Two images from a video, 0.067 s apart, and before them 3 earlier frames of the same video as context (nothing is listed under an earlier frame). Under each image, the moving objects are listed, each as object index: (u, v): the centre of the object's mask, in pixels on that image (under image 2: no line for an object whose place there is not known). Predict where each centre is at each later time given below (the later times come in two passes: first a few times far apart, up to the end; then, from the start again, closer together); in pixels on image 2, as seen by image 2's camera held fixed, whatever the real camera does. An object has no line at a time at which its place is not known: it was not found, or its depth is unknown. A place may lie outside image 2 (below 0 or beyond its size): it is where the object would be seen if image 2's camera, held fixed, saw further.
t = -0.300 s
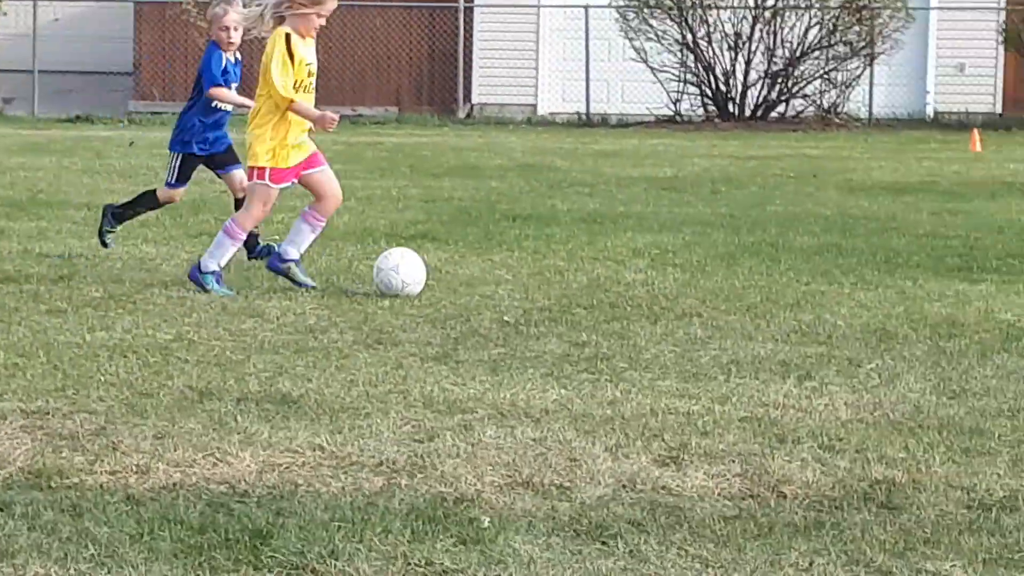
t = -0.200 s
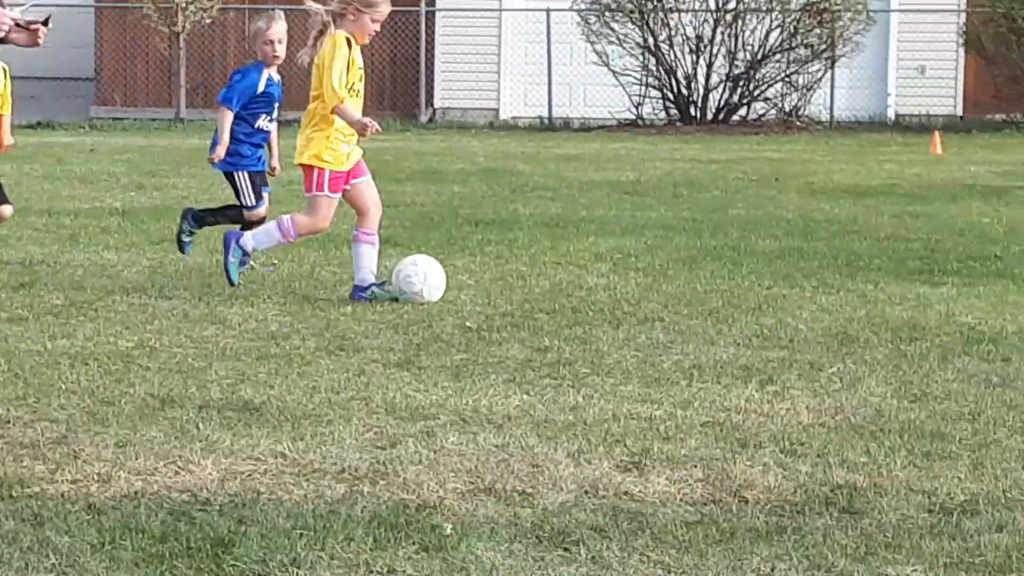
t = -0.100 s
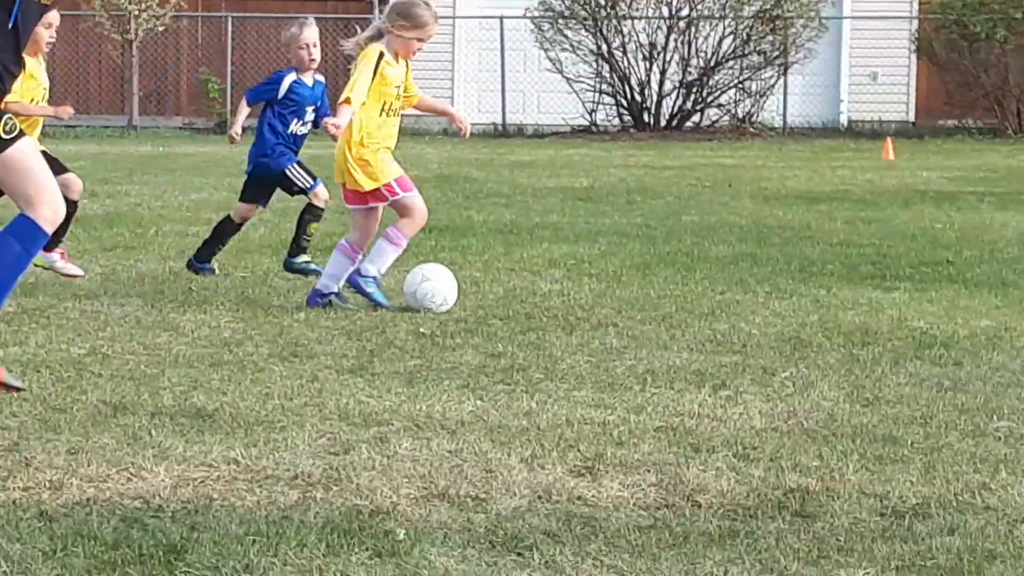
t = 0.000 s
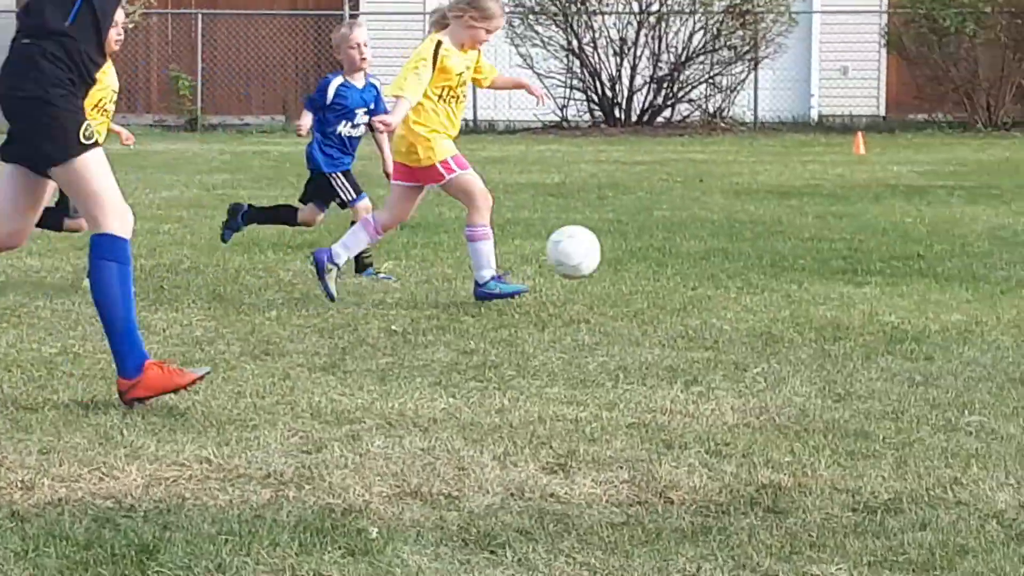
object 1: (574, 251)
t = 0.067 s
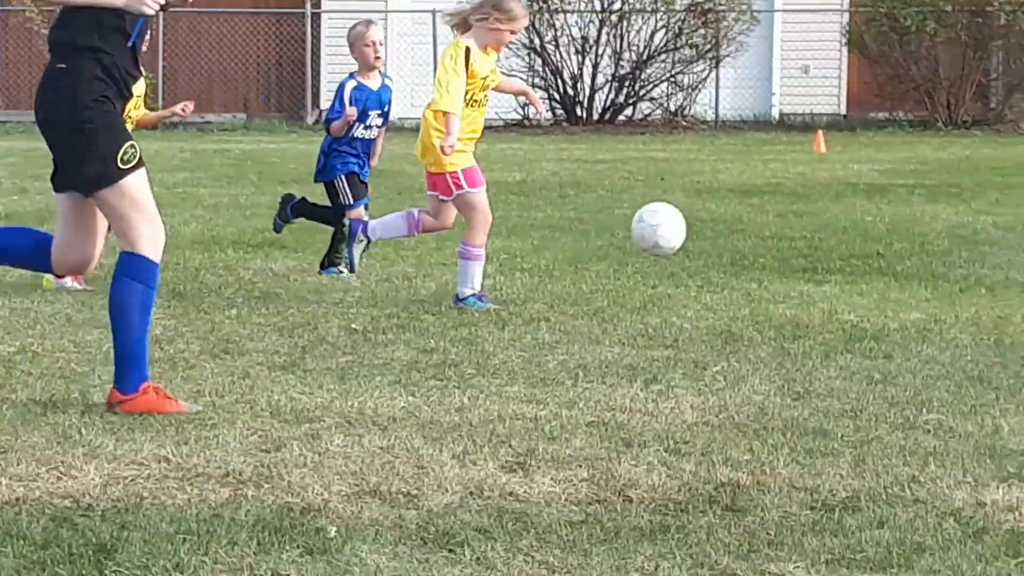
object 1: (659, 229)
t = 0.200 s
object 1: (903, 219)
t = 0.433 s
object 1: (1306, 258)
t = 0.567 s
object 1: (1489, 233)
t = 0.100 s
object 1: (720, 222)
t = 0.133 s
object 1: (781, 218)
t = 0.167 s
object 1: (843, 217)
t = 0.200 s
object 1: (903, 219)
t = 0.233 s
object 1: (964, 224)
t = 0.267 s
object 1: (1026, 233)
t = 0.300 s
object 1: (1086, 243)
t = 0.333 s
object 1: (1139, 256)
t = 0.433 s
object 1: (1306, 258)
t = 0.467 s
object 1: (1355, 247)
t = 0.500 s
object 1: (1401, 243)
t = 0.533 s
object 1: (1446, 237)
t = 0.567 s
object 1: (1489, 233)
